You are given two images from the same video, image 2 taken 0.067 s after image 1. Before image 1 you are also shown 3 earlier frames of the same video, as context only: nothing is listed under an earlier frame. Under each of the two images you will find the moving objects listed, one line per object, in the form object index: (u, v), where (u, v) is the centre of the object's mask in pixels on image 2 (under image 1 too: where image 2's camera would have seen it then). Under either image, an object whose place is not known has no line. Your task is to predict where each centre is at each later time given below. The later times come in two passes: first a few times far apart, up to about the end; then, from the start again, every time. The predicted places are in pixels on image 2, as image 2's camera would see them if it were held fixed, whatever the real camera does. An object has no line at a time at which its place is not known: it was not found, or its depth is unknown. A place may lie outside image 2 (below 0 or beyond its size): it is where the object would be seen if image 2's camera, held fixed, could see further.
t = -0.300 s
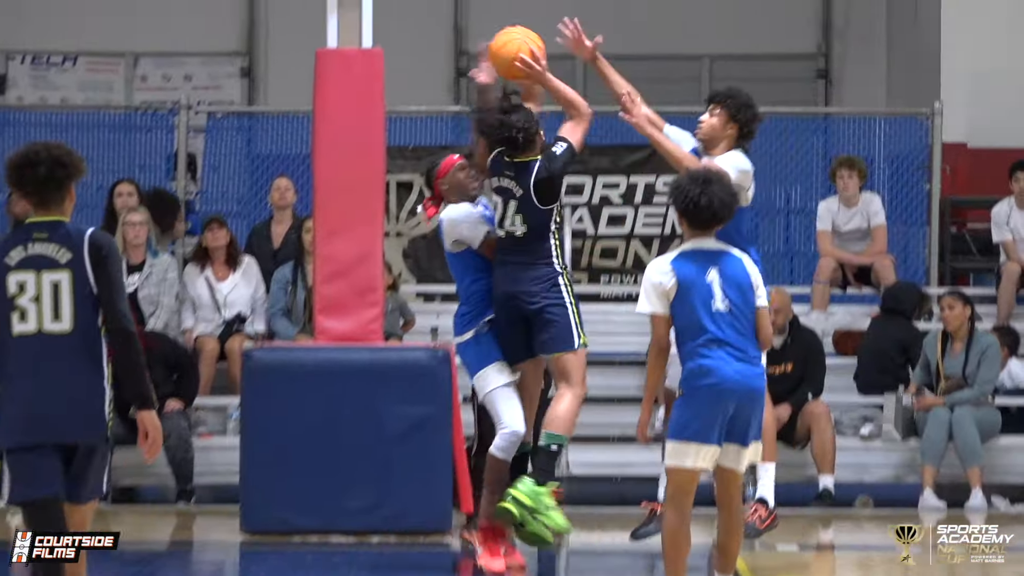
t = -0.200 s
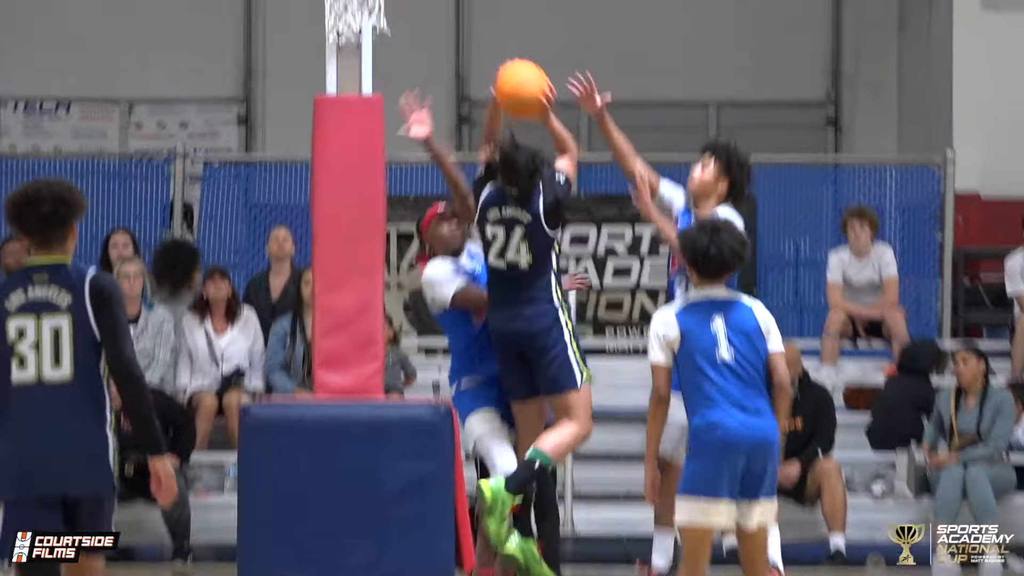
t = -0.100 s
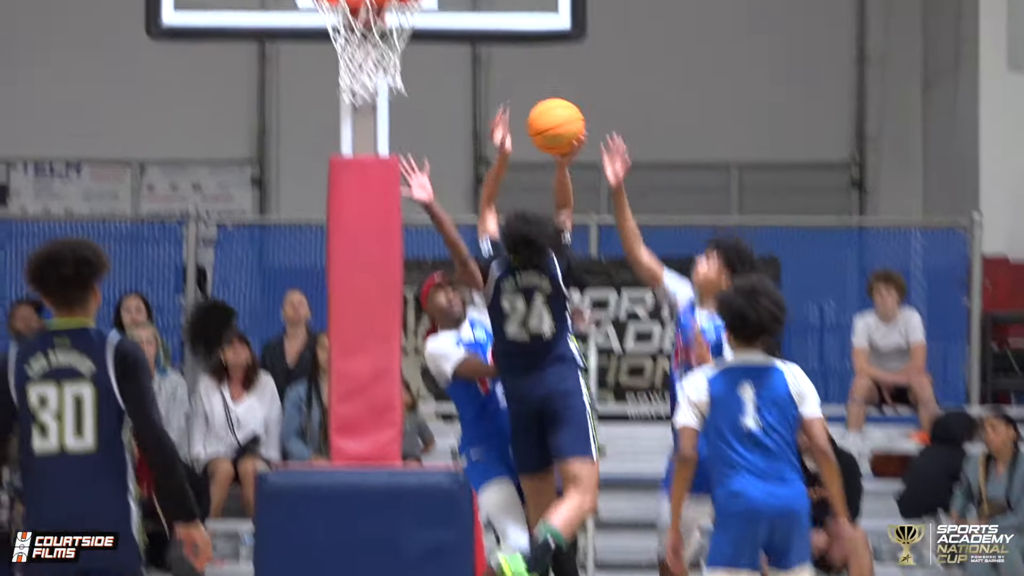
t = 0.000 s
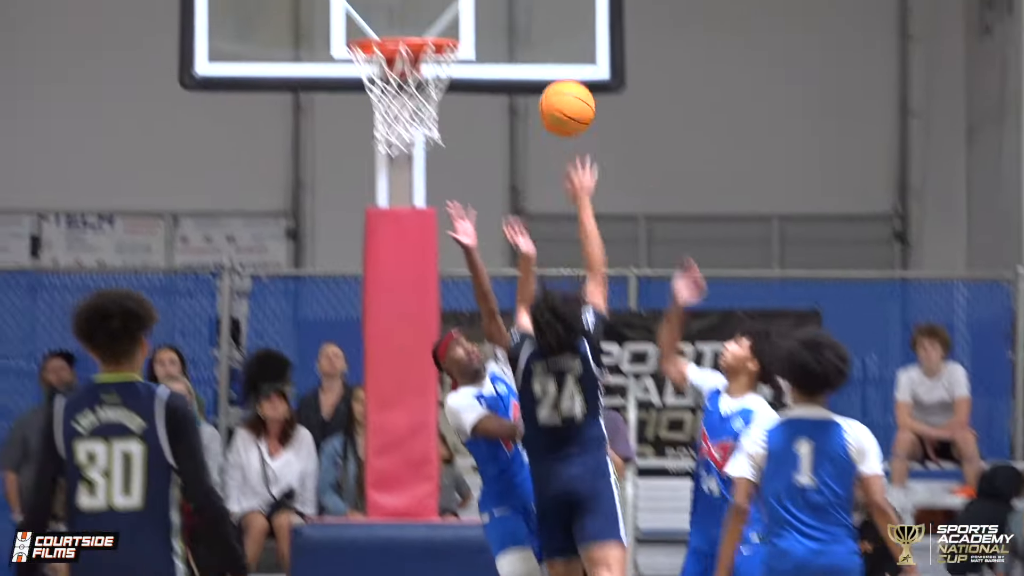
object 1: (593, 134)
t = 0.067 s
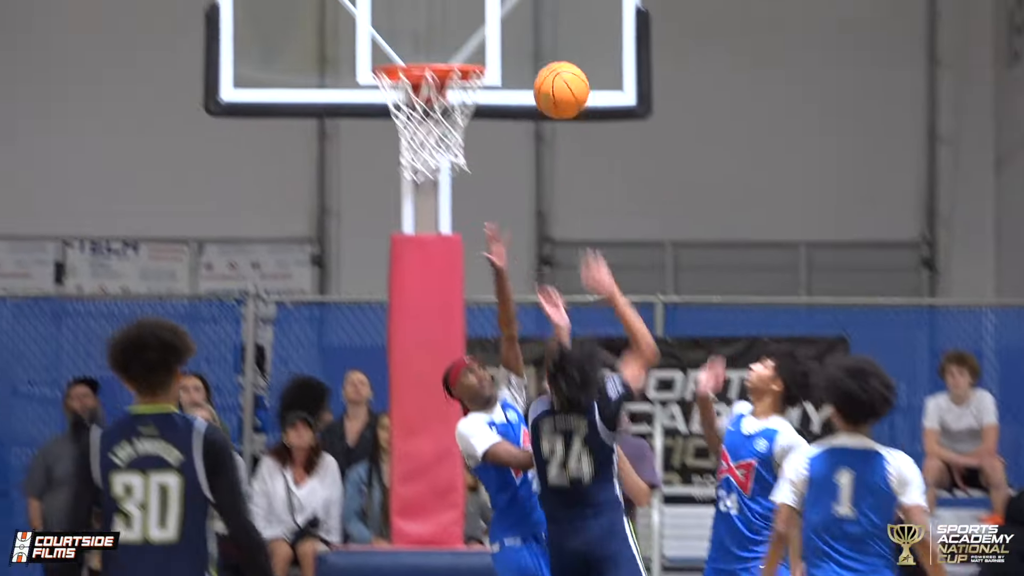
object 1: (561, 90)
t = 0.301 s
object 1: (467, 23)
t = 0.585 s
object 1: (423, 109)
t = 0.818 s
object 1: (426, 152)
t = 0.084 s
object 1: (553, 80)
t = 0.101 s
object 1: (546, 72)
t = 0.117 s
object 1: (538, 64)
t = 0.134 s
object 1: (530, 56)
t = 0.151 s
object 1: (523, 49)
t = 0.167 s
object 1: (516, 43)
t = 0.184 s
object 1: (507, 38)
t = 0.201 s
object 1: (500, 33)
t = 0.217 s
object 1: (492, 28)
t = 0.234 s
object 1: (484, 25)
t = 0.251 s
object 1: (478, 22)
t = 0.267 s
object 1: (474, 22)
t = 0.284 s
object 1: (470, 22)
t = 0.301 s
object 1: (467, 23)
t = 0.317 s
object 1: (463, 24)
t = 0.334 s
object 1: (459, 27)
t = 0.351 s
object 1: (456, 29)
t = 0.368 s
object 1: (452, 33)
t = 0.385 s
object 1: (449, 37)
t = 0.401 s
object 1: (445, 41)
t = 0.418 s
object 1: (441, 44)
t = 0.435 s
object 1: (437, 48)
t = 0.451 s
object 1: (433, 51)
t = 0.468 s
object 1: (431, 67)
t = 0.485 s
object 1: (429, 71)
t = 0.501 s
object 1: (428, 76)
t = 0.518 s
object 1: (426, 83)
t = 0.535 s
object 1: (425, 88)
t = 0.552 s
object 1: (423, 97)
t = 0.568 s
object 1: (423, 101)
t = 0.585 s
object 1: (423, 109)
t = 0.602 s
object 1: (420, 115)
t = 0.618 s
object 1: (419, 120)
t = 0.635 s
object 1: (419, 123)
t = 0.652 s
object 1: (419, 125)
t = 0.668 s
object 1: (419, 126)
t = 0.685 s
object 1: (419, 126)
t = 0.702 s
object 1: (420, 128)
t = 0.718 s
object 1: (421, 130)
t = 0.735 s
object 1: (422, 132)
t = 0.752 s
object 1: (423, 134)
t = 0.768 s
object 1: (422, 137)
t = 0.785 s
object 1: (423, 142)
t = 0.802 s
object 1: (424, 146)
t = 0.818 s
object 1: (426, 152)
